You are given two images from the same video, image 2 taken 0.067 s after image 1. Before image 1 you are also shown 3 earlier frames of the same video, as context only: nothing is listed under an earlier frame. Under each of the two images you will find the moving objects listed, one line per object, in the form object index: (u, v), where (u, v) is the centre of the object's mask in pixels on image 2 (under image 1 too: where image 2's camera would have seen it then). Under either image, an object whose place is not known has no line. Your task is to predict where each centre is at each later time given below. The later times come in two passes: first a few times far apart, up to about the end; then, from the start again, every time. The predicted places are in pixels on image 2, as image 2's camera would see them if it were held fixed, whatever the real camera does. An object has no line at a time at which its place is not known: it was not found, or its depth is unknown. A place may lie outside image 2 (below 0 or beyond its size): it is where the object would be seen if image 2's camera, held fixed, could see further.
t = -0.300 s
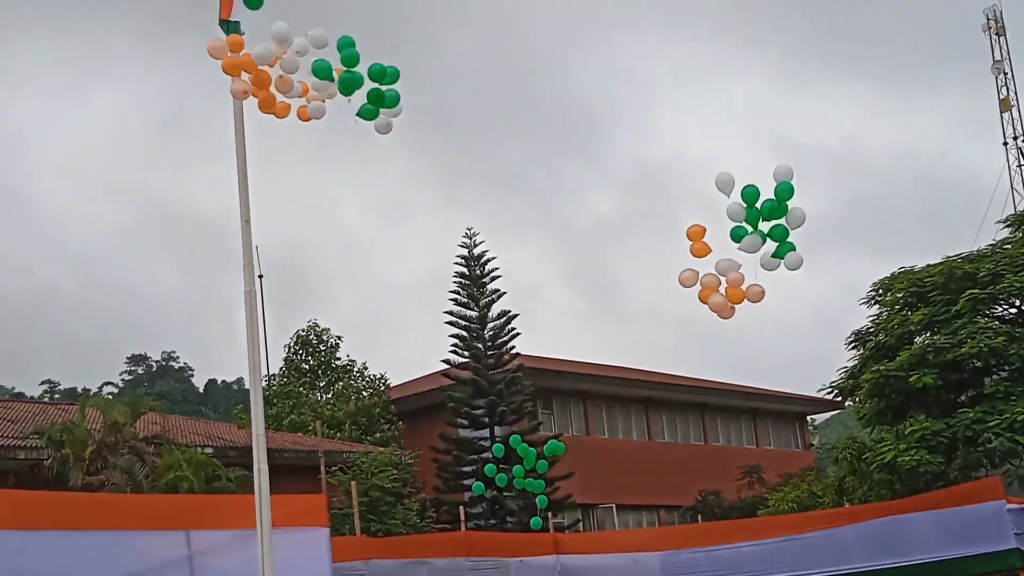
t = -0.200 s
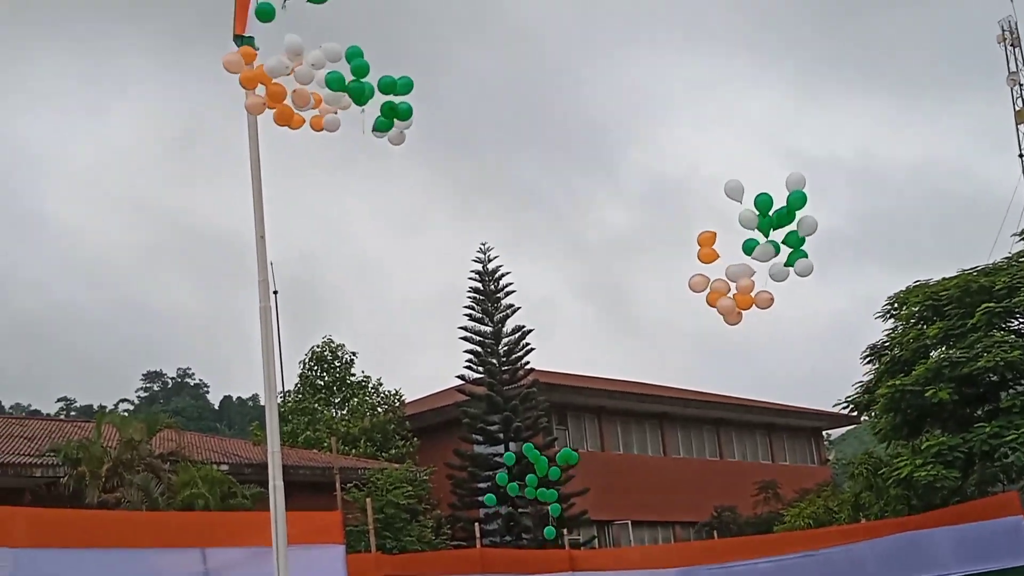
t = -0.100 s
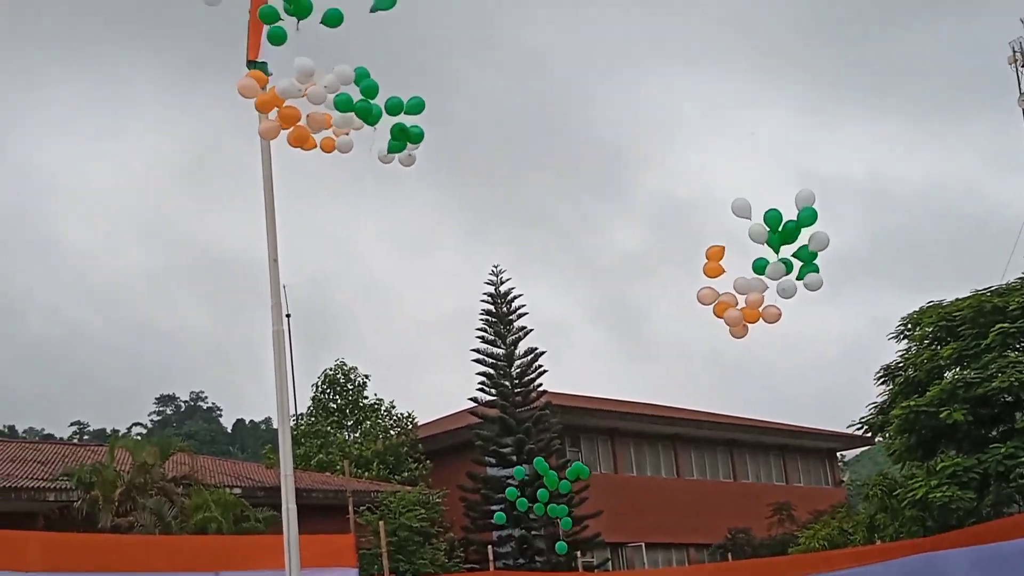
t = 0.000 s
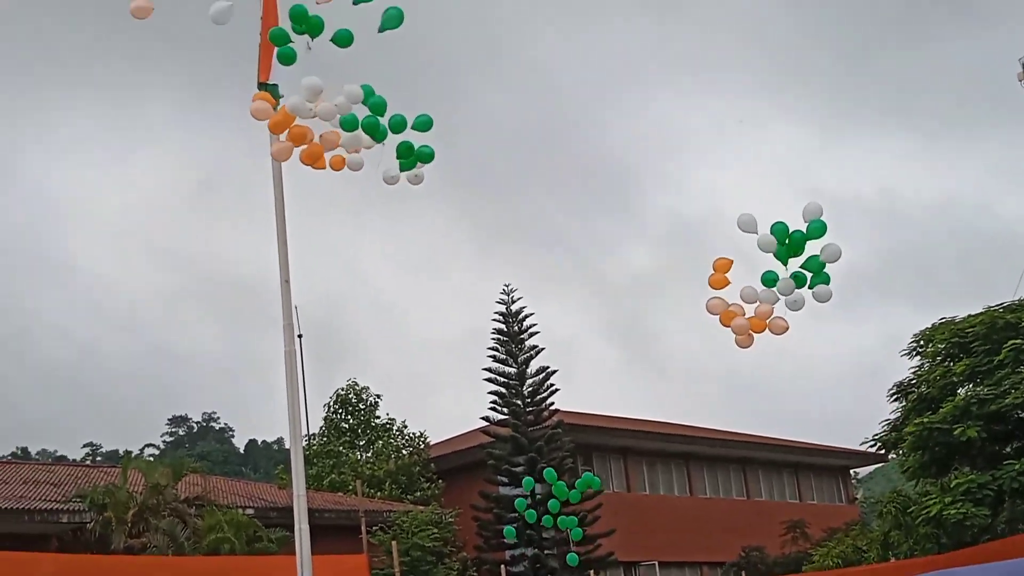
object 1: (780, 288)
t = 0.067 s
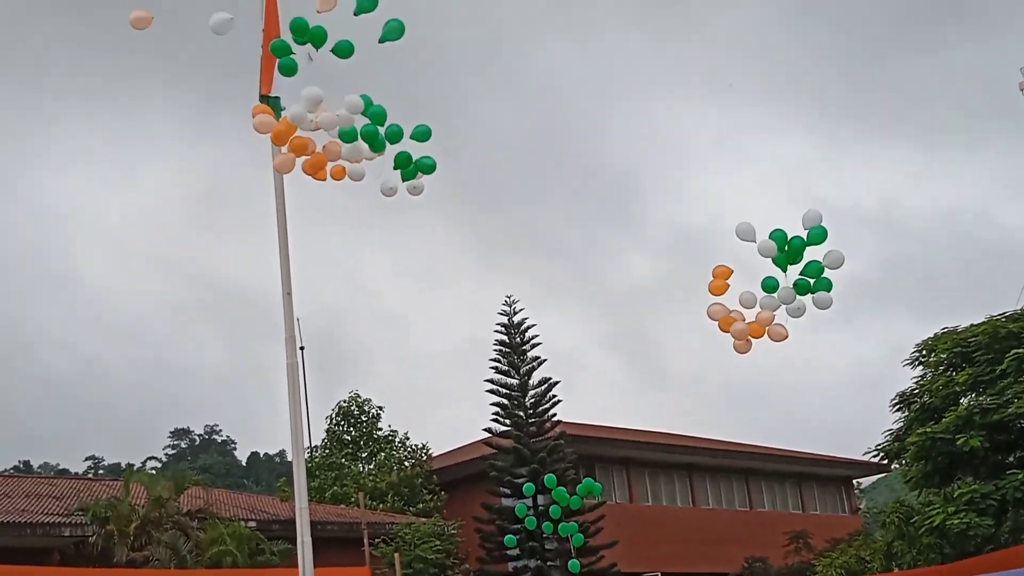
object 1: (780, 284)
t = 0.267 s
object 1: (772, 274)
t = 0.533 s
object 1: (767, 268)
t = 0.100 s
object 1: (779, 282)
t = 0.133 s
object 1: (780, 282)
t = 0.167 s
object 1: (777, 279)
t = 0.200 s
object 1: (782, 274)
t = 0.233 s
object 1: (779, 278)
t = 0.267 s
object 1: (772, 274)
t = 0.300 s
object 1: (768, 274)
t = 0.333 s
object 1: (773, 275)
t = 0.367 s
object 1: (765, 269)
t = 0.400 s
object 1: (762, 267)
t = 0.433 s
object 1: (760, 267)
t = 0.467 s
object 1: (762, 270)
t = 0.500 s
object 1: (757, 263)
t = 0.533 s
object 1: (767, 268)
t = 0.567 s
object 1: (756, 259)
